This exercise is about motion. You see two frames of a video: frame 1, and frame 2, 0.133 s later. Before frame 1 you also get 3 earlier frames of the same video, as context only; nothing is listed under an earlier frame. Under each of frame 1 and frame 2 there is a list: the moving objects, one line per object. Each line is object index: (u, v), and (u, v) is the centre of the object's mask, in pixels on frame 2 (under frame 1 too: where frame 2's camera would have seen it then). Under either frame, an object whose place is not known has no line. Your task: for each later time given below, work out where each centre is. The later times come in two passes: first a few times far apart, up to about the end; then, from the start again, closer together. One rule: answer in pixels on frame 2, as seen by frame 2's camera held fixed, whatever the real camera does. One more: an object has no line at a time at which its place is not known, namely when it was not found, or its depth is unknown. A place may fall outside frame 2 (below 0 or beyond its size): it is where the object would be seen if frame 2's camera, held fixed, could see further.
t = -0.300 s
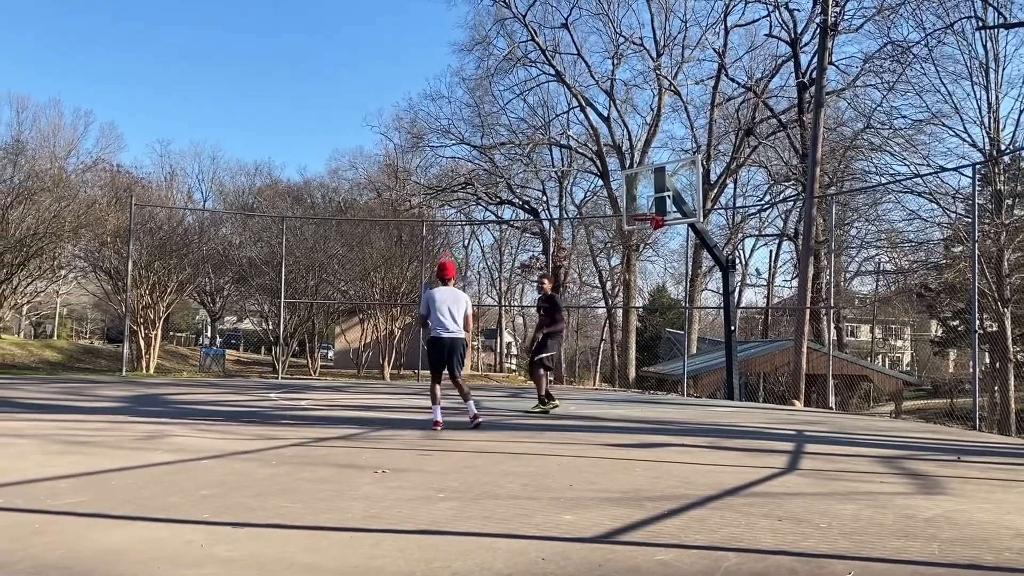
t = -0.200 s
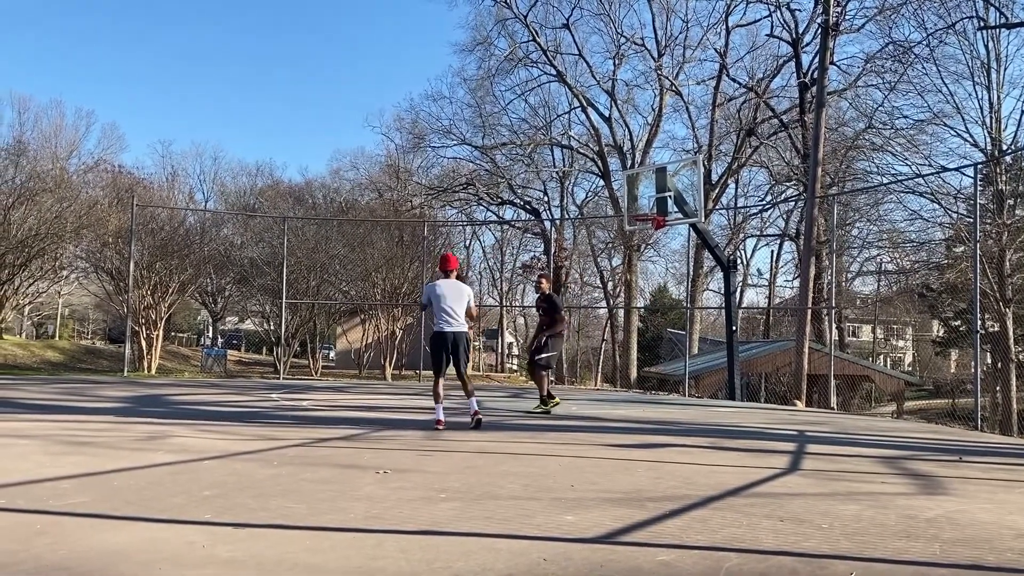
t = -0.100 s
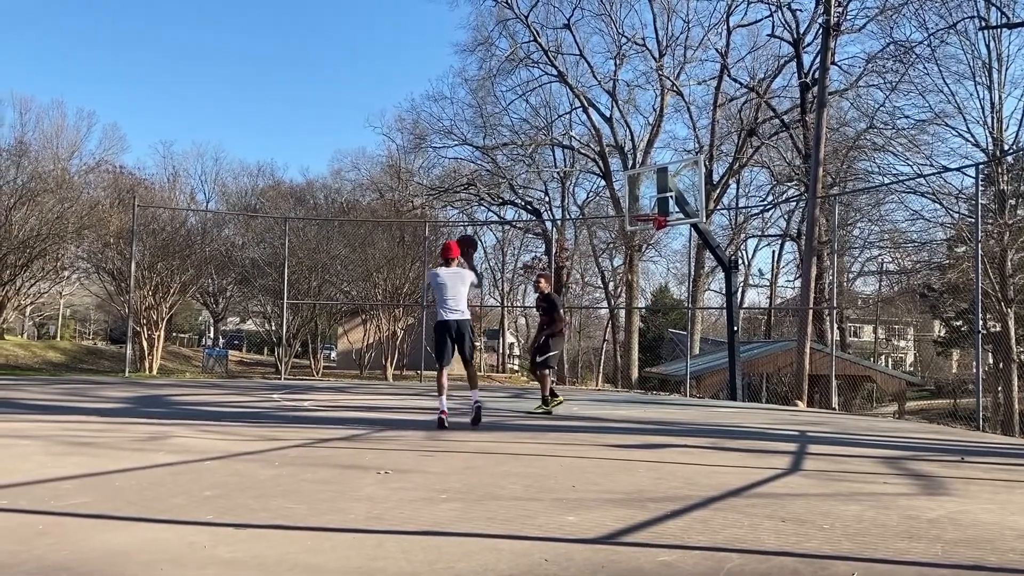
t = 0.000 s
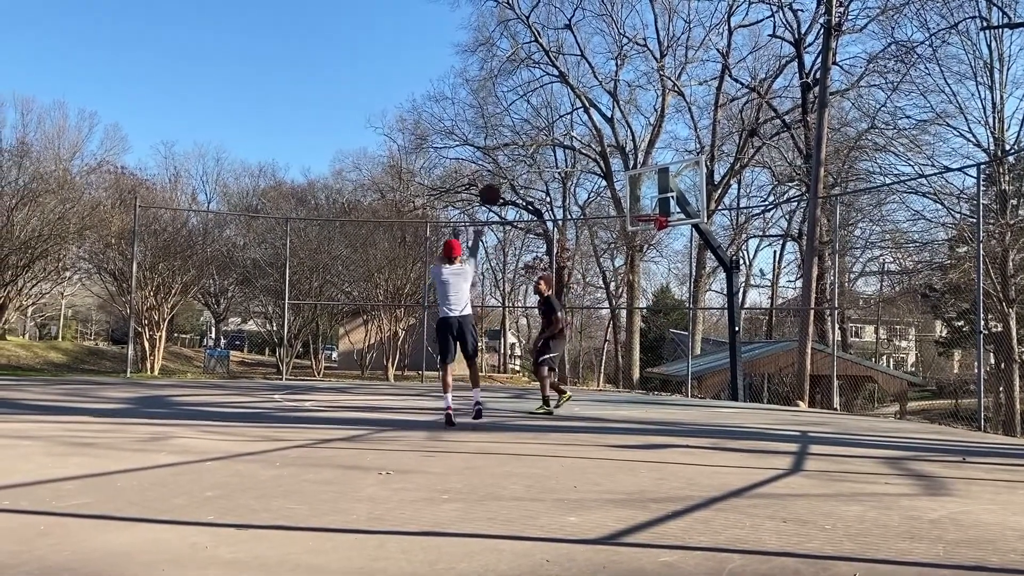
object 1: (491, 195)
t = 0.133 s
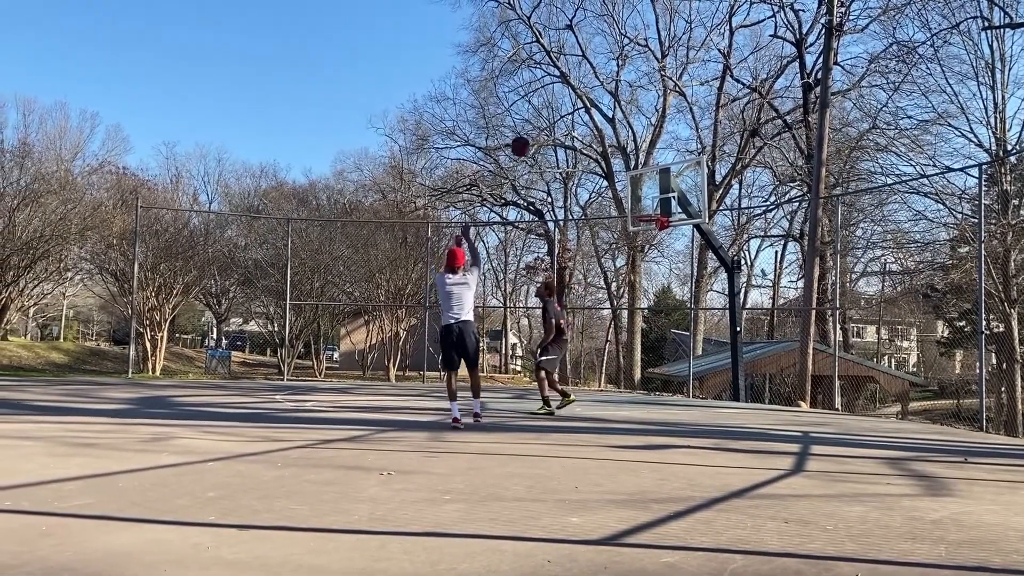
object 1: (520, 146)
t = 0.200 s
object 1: (533, 129)
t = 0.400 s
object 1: (568, 104)
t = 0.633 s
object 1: (601, 112)
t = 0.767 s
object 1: (617, 132)
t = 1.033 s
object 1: (644, 197)
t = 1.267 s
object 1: (646, 249)
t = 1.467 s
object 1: (640, 295)
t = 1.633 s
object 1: (634, 351)
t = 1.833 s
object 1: (628, 366)
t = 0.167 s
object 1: (527, 137)
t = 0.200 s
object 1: (533, 129)
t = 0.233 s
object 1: (539, 123)
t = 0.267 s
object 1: (545, 117)
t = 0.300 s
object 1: (552, 113)
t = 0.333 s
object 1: (556, 109)
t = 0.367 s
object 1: (563, 106)
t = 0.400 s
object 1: (568, 104)
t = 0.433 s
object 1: (573, 103)
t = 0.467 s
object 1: (578, 103)
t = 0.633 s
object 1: (601, 112)
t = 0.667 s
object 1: (605, 117)
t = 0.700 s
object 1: (609, 121)
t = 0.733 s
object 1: (613, 126)
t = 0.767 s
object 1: (617, 132)
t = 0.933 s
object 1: (634, 169)
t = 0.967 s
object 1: (637, 178)
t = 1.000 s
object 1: (641, 186)
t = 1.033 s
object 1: (644, 197)
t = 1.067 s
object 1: (647, 207)
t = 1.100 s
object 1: (649, 217)
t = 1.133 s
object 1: (651, 226)
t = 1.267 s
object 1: (646, 249)
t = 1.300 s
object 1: (645, 255)
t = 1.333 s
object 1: (644, 262)
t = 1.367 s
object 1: (644, 269)
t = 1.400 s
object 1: (641, 277)
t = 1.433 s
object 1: (641, 285)
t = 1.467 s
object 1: (640, 295)
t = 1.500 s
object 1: (639, 303)
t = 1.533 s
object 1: (638, 315)
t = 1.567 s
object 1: (637, 326)
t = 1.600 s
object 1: (636, 339)
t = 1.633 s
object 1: (634, 351)
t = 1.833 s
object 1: (628, 366)
